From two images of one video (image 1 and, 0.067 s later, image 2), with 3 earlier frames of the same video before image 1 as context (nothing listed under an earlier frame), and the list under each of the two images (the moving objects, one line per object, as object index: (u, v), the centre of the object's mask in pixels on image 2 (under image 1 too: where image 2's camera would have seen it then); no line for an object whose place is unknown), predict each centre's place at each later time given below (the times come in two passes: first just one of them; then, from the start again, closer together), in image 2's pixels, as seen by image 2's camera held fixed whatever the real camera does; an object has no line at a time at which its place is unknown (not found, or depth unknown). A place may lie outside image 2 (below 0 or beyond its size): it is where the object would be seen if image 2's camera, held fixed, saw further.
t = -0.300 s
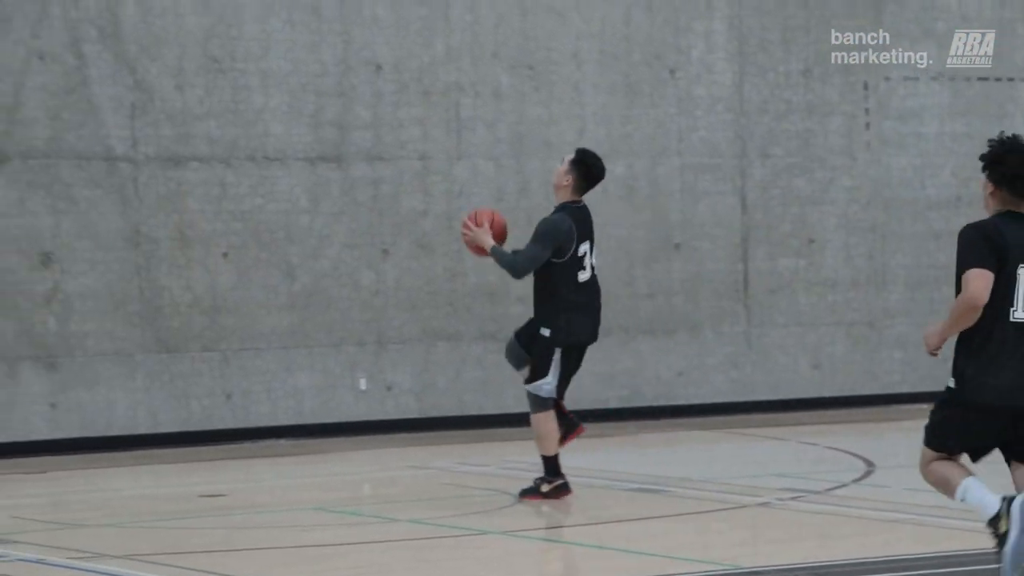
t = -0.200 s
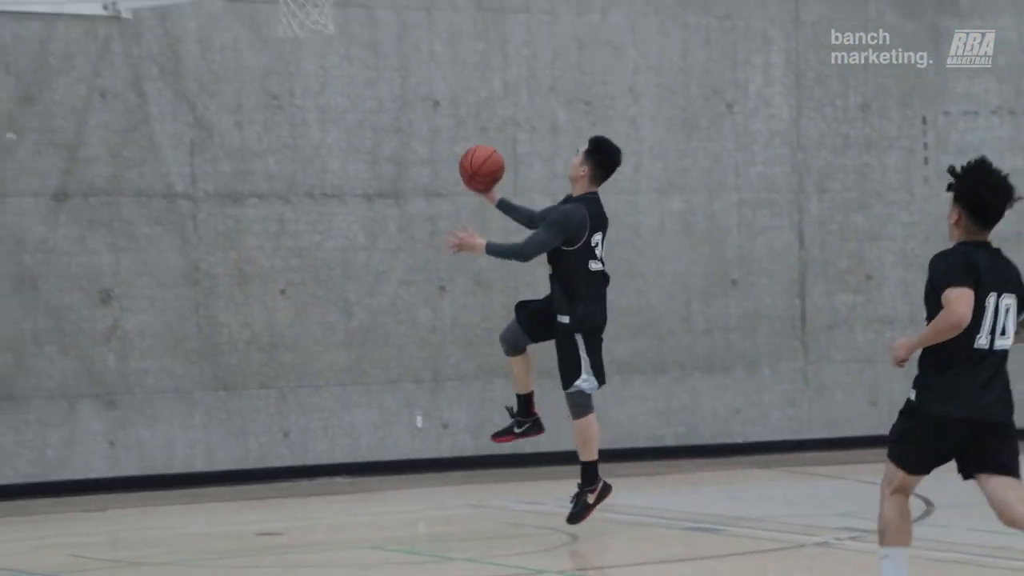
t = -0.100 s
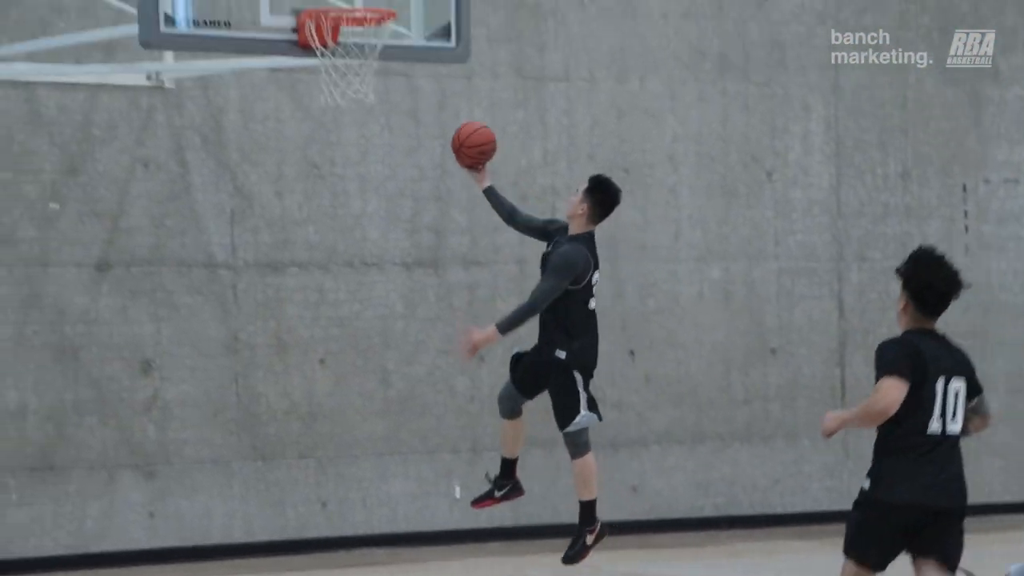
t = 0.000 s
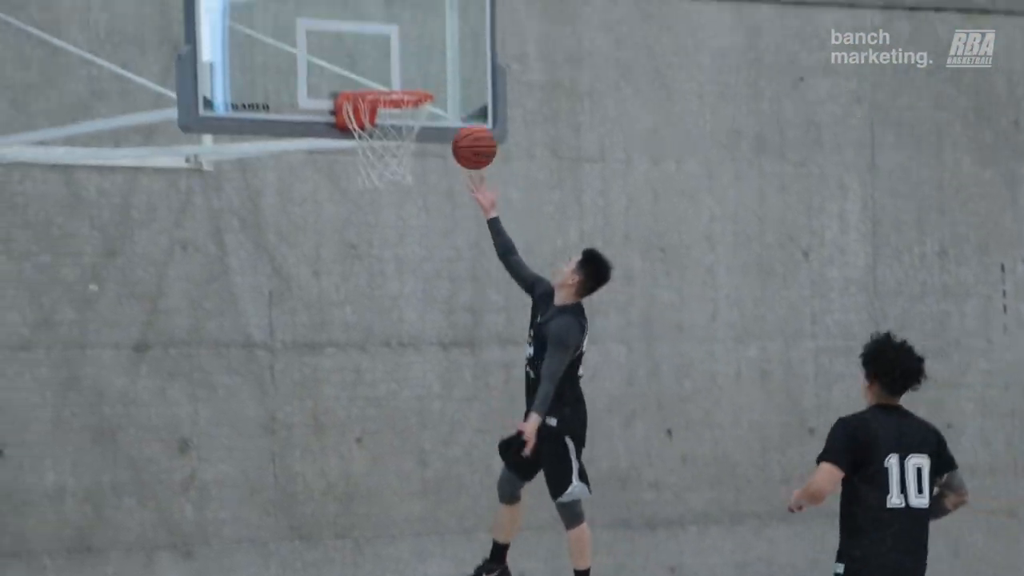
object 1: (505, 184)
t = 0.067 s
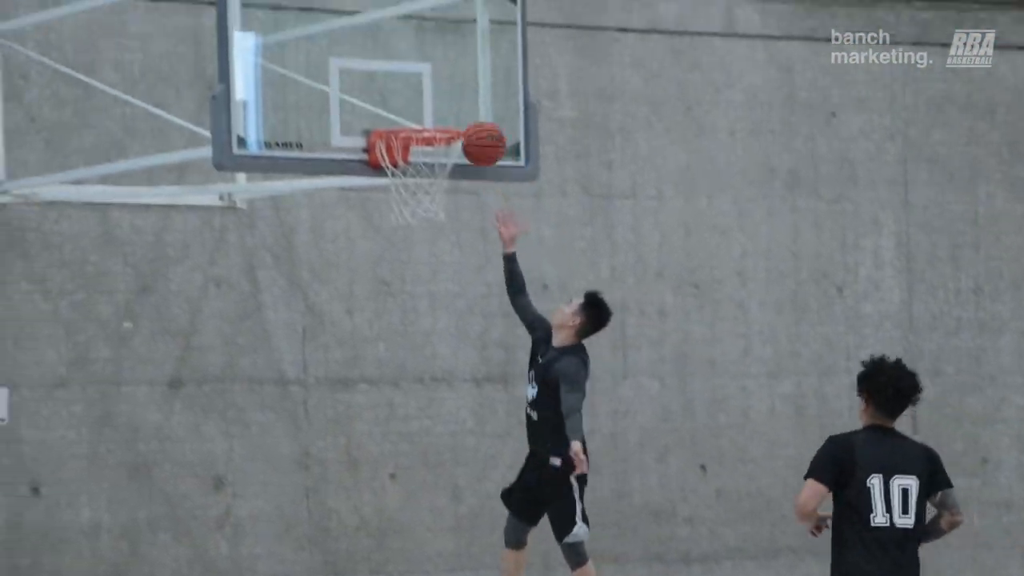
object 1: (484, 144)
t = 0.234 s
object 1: (449, 84)
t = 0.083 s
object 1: (479, 135)
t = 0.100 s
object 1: (474, 125)
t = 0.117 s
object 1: (468, 117)
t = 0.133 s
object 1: (462, 110)
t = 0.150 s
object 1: (456, 105)
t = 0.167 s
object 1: (451, 100)
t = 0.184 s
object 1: (450, 96)
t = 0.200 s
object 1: (449, 91)
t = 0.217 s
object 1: (449, 87)
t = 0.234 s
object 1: (449, 84)
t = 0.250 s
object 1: (448, 81)
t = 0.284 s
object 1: (447, 77)
